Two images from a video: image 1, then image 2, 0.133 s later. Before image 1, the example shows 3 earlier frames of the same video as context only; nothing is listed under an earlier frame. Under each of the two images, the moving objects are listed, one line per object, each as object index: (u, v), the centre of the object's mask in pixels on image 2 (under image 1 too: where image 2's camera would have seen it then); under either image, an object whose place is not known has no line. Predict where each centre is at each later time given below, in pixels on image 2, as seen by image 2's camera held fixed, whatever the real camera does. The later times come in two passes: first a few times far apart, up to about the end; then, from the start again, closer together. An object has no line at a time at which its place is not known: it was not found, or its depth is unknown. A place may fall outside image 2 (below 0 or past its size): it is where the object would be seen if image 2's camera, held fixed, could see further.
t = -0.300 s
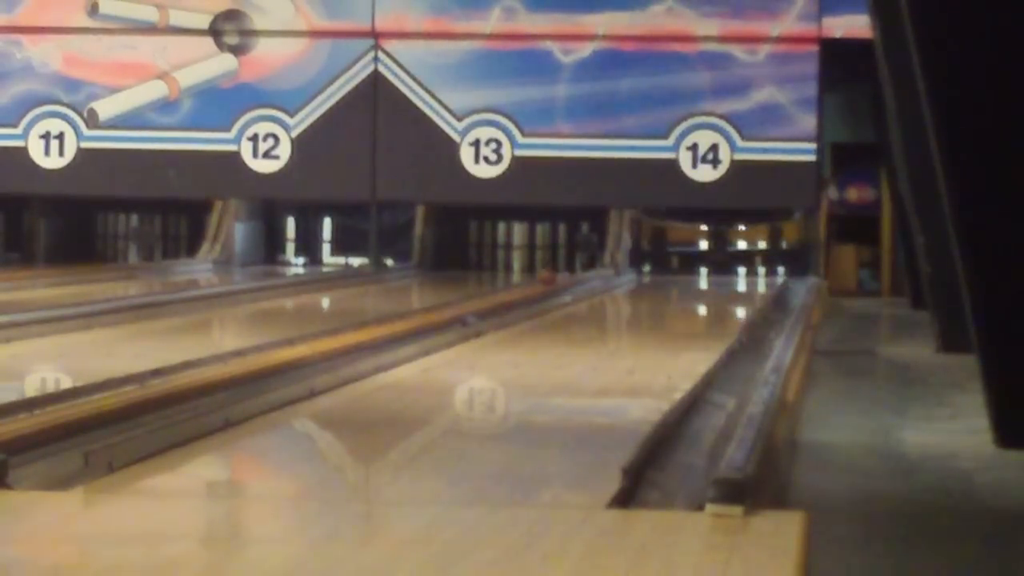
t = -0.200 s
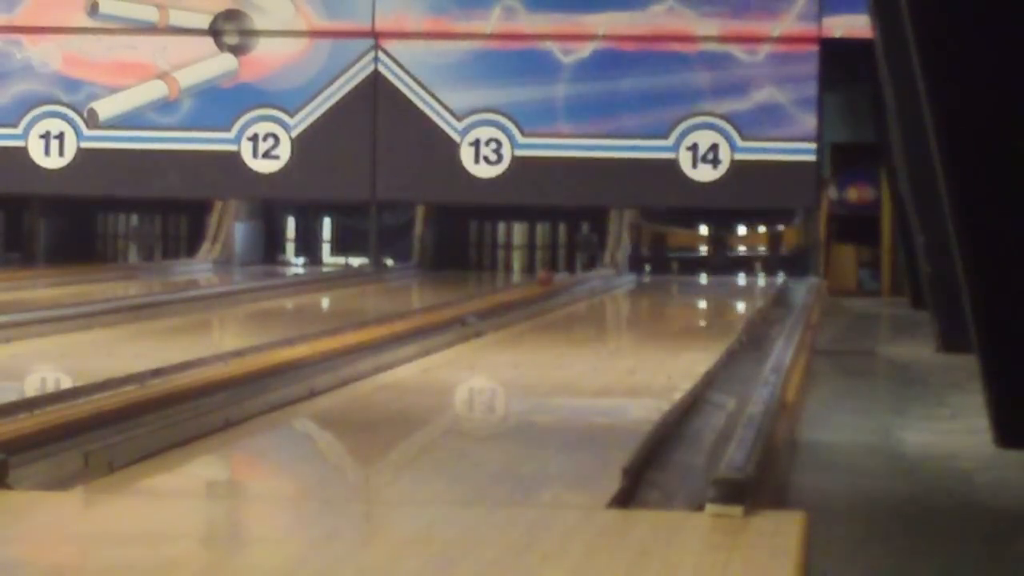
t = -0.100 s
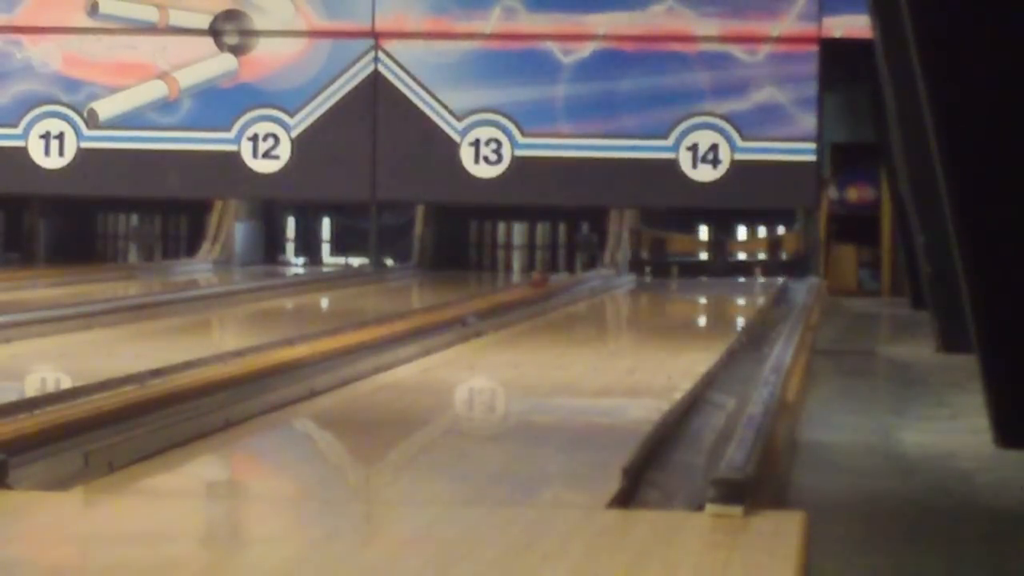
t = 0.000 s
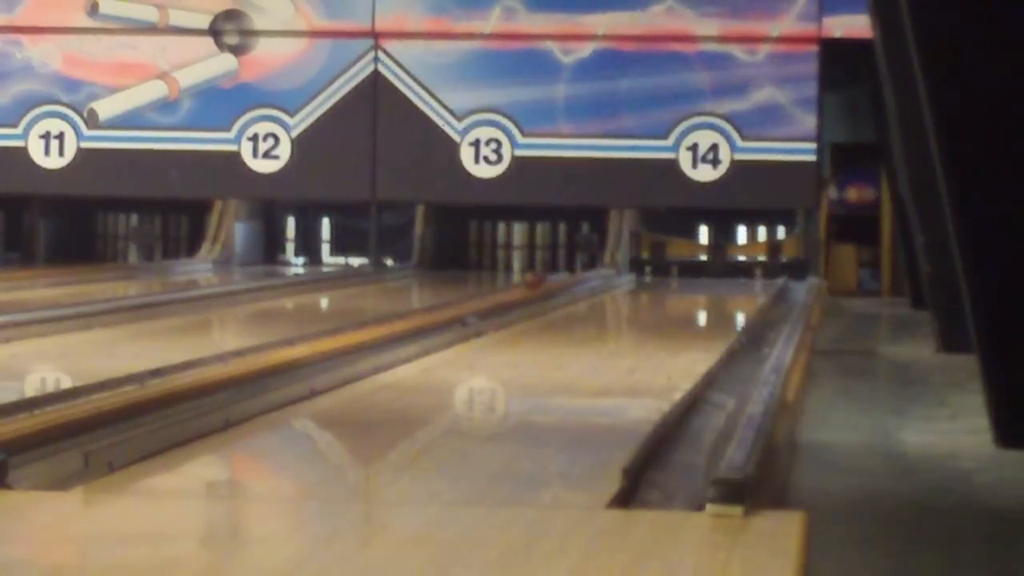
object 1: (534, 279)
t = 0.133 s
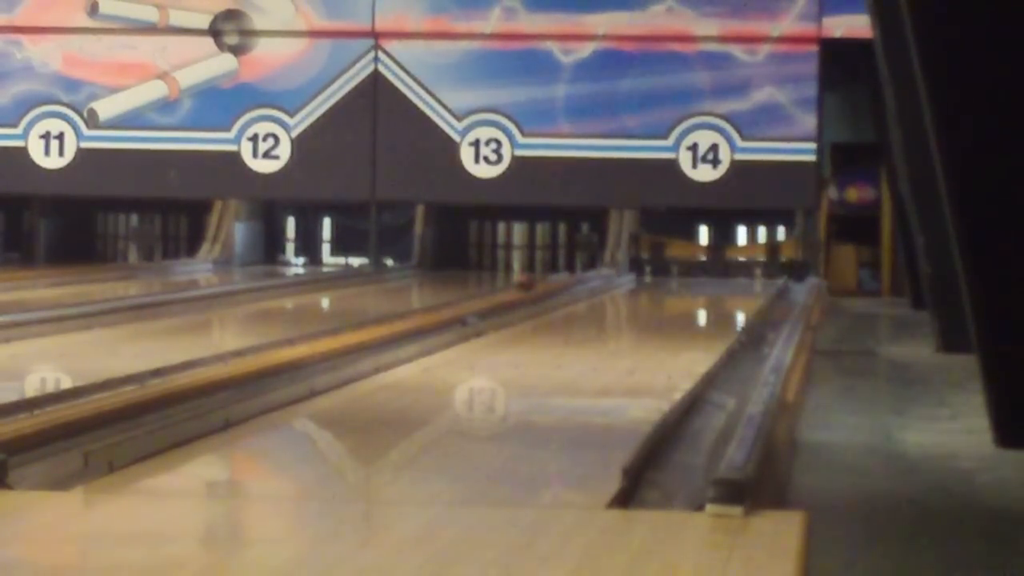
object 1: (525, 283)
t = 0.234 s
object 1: (520, 285)
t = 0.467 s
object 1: (505, 287)
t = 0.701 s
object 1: (492, 292)
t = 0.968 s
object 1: (472, 294)
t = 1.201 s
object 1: (457, 302)
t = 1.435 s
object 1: (436, 305)
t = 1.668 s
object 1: (415, 308)
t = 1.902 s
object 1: (392, 314)
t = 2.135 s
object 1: (367, 321)
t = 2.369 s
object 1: (339, 328)
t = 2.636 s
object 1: (303, 335)
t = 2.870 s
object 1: (267, 344)
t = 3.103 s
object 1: (227, 353)
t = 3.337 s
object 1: (181, 364)
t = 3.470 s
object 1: (151, 369)
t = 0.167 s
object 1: (524, 282)
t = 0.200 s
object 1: (522, 285)
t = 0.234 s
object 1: (520, 285)
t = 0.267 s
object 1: (518, 286)
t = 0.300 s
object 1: (517, 284)
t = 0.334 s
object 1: (515, 285)
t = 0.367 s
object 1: (511, 287)
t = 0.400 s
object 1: (510, 286)
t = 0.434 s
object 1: (508, 287)
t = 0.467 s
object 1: (505, 287)
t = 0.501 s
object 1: (504, 289)
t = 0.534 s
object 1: (503, 286)
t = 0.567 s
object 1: (498, 289)
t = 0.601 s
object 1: (498, 290)
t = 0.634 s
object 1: (497, 290)
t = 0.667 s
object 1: (492, 290)
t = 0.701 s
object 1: (492, 292)
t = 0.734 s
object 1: (489, 293)
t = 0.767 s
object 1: (486, 292)
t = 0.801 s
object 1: (485, 293)
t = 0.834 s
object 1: (483, 292)
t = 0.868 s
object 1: (479, 292)
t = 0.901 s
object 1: (478, 294)
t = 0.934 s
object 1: (475, 294)
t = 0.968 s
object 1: (472, 294)
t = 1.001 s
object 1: (471, 297)
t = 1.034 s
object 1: (469, 298)
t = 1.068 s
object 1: (466, 294)
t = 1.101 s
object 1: (463, 300)
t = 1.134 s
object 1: (461, 299)
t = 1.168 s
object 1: (457, 299)
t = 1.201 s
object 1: (457, 302)
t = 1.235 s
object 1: (453, 301)
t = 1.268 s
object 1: (451, 300)
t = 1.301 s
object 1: (448, 302)
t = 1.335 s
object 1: (445, 304)
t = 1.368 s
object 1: (442, 303)
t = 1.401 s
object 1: (439, 303)
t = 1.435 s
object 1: (436, 305)
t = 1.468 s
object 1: (433, 305)
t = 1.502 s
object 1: (430, 305)
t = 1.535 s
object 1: (427, 306)
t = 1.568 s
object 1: (423, 306)
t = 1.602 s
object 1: (421, 307)
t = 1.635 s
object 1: (418, 308)
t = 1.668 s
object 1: (415, 308)
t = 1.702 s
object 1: (411, 309)
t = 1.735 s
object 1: (409, 310)
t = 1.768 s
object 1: (405, 309)
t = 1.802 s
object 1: (402, 311)
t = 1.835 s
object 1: (399, 312)
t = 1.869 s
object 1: (395, 312)
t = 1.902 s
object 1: (392, 314)
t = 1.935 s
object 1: (389, 315)
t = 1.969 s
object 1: (385, 316)
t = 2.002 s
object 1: (383, 316)
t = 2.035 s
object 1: (378, 317)
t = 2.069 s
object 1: (375, 319)
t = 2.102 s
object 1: (371, 319)
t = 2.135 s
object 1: (367, 321)
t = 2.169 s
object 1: (364, 322)
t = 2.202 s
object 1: (360, 322)
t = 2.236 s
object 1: (355, 322)
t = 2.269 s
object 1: (351, 325)
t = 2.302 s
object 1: (348, 326)
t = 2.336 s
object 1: (342, 329)
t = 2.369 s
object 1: (339, 328)
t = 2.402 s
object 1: (334, 327)
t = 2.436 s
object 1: (330, 330)
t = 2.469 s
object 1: (326, 329)
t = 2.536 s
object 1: (317, 333)
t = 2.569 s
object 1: (312, 334)
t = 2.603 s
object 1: (308, 334)
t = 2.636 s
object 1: (303, 335)
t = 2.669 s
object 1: (297, 337)
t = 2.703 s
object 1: (292, 337)
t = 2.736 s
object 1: (288, 339)
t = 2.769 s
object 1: (282, 340)
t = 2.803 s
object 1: (277, 341)
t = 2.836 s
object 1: (273, 343)
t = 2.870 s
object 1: (267, 344)
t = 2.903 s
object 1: (261, 346)
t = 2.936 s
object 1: (256, 347)
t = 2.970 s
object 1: (250, 348)
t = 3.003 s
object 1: (244, 349)
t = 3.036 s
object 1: (238, 351)
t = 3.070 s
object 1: (233, 351)
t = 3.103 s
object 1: (227, 353)
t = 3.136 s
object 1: (220, 355)
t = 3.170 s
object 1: (214, 356)
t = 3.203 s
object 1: (207, 357)
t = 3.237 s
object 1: (201, 359)
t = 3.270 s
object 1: (194, 360)
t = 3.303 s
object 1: (187, 362)
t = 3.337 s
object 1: (181, 364)
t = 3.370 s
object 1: (174, 365)
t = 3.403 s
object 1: (166, 367)
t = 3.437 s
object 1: (158, 368)
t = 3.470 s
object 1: (151, 369)
